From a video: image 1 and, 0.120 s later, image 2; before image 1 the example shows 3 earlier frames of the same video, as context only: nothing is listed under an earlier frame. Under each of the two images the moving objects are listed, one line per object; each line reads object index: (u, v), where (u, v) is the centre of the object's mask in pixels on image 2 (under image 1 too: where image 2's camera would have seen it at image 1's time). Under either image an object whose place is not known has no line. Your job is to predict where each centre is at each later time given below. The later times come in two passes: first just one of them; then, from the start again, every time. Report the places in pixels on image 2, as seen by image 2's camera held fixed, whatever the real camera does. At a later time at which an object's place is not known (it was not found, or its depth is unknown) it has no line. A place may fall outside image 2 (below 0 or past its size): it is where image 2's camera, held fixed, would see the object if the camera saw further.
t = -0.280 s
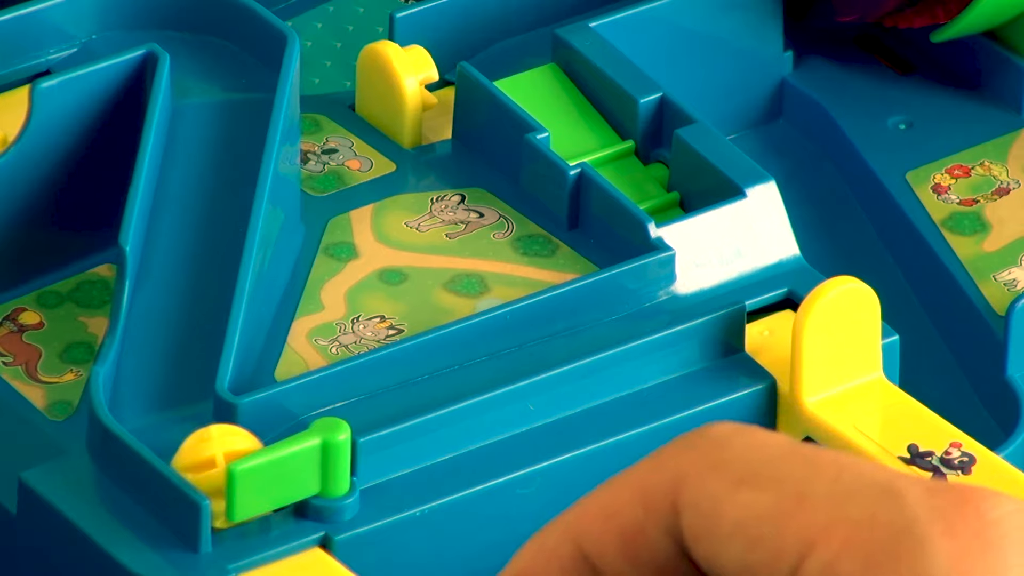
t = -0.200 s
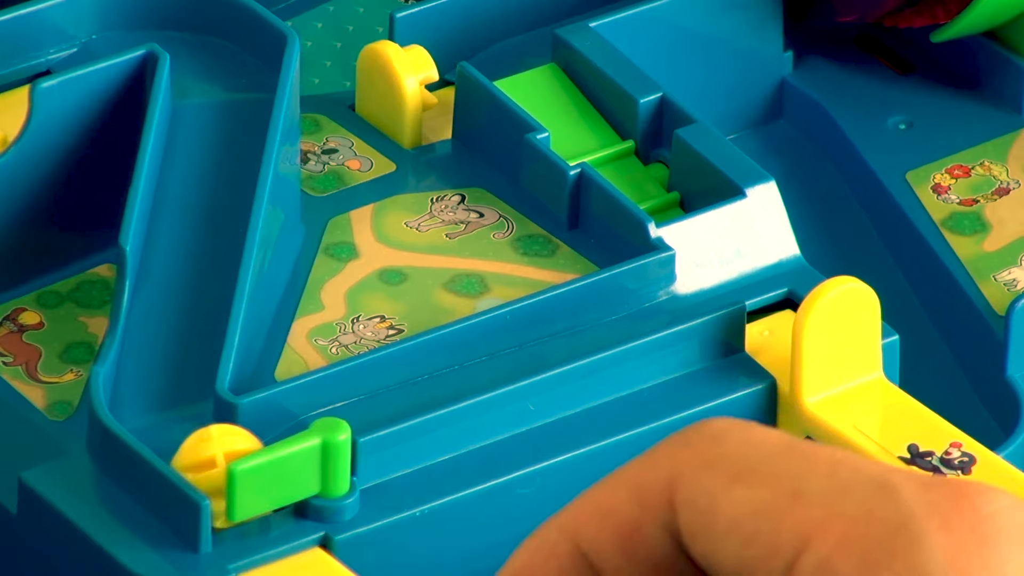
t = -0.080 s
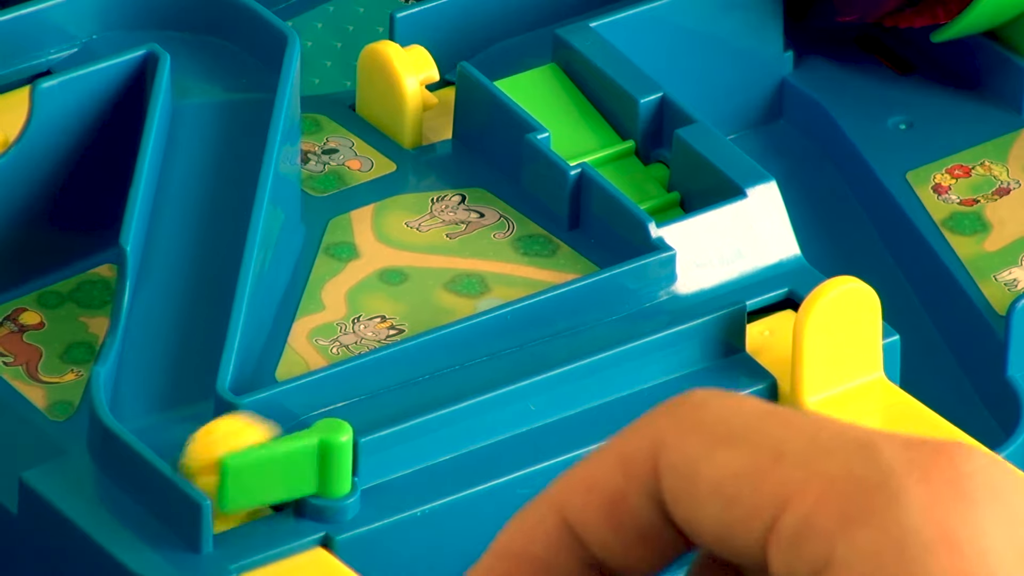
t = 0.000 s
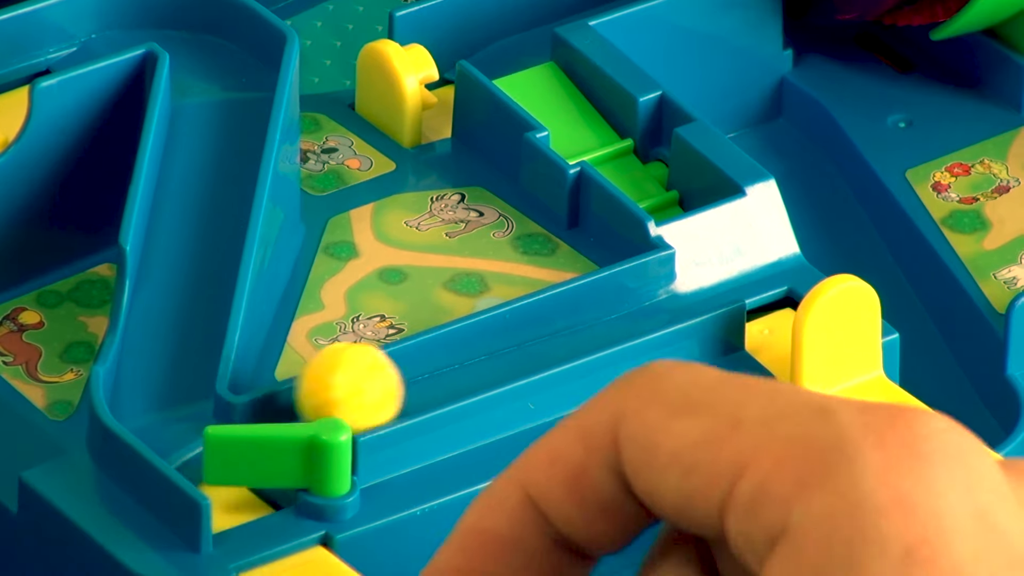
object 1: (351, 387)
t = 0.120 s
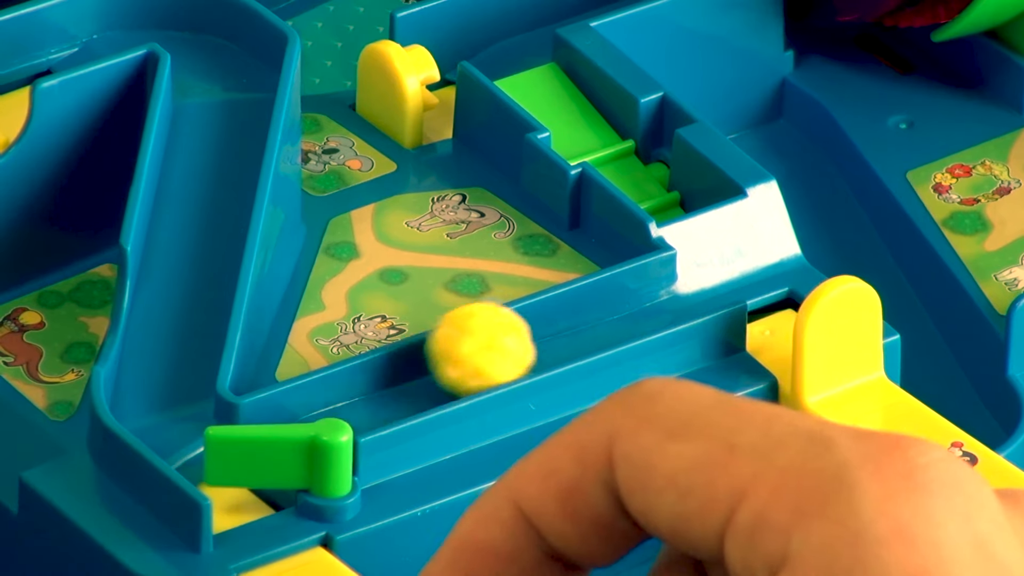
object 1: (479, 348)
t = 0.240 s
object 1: (596, 310)
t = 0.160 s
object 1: (517, 337)
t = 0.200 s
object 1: (565, 320)
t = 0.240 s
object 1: (596, 310)
